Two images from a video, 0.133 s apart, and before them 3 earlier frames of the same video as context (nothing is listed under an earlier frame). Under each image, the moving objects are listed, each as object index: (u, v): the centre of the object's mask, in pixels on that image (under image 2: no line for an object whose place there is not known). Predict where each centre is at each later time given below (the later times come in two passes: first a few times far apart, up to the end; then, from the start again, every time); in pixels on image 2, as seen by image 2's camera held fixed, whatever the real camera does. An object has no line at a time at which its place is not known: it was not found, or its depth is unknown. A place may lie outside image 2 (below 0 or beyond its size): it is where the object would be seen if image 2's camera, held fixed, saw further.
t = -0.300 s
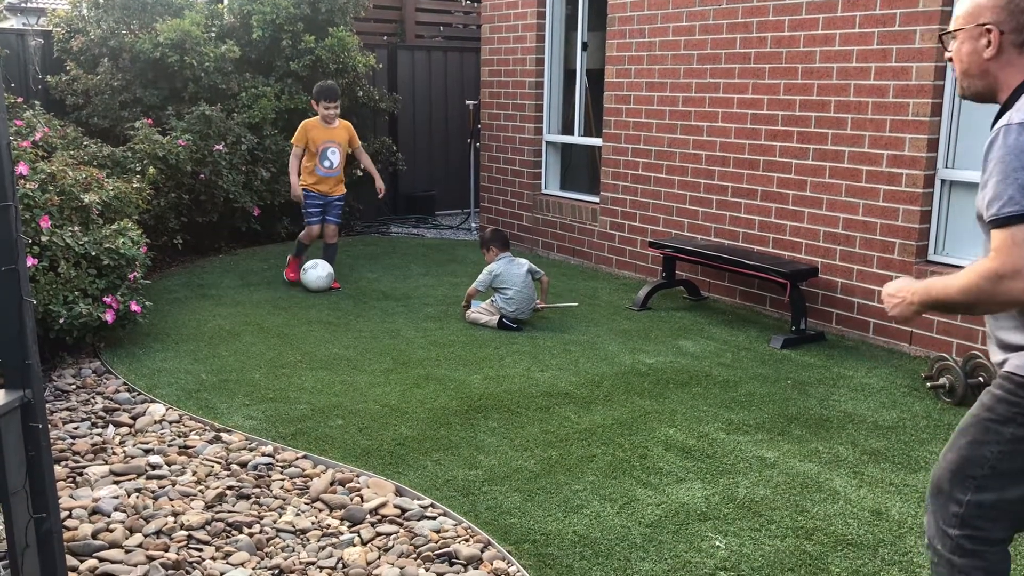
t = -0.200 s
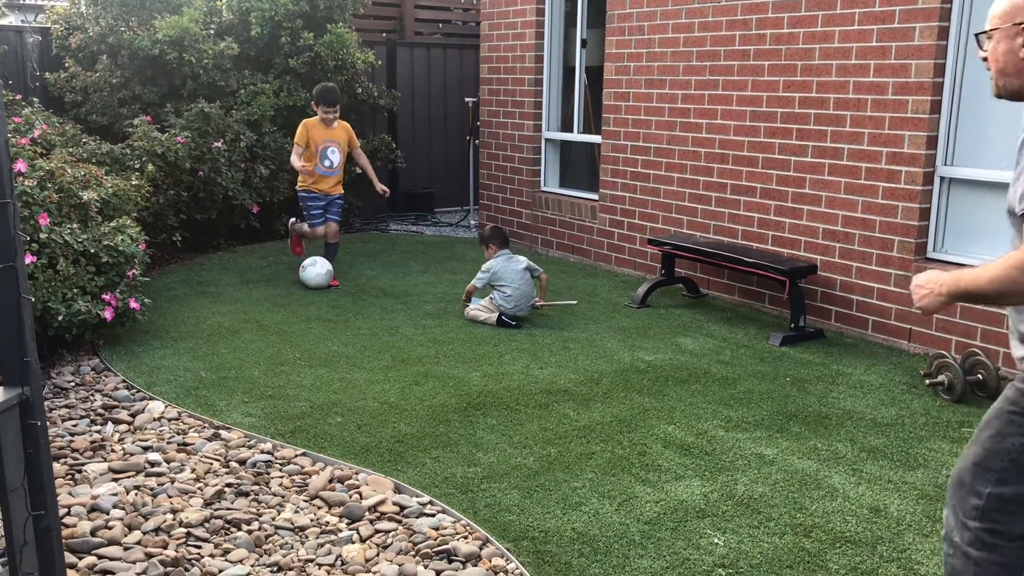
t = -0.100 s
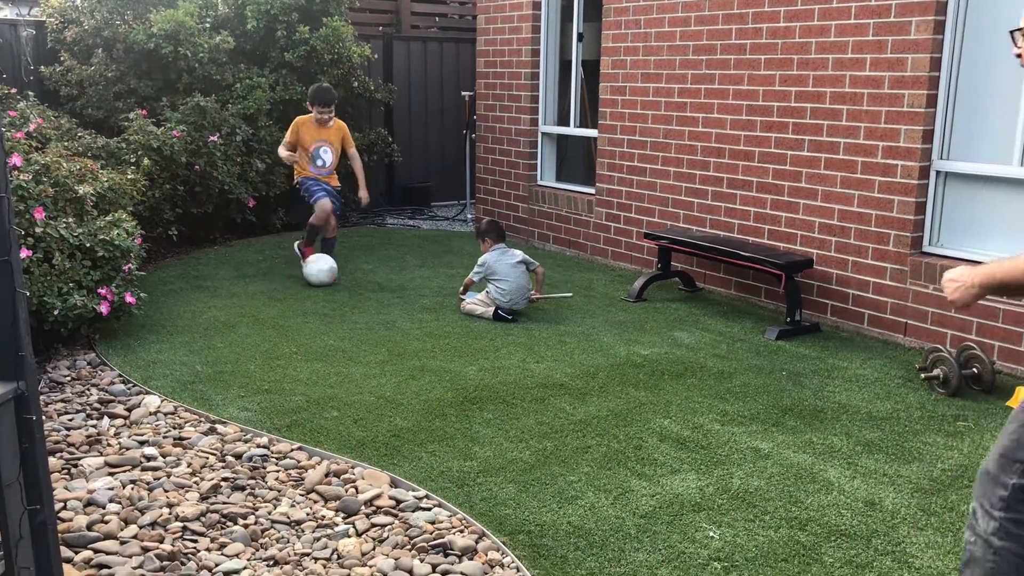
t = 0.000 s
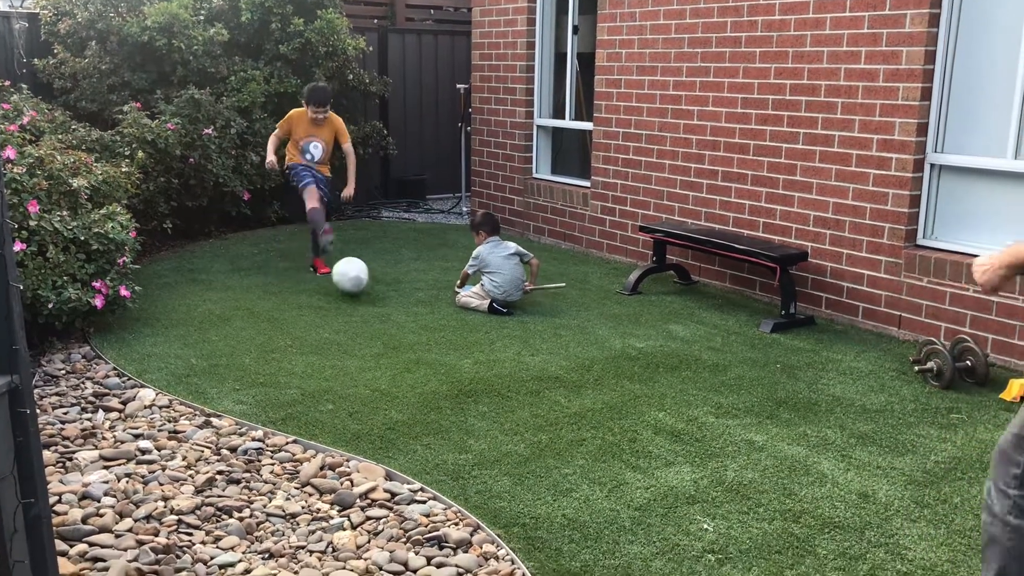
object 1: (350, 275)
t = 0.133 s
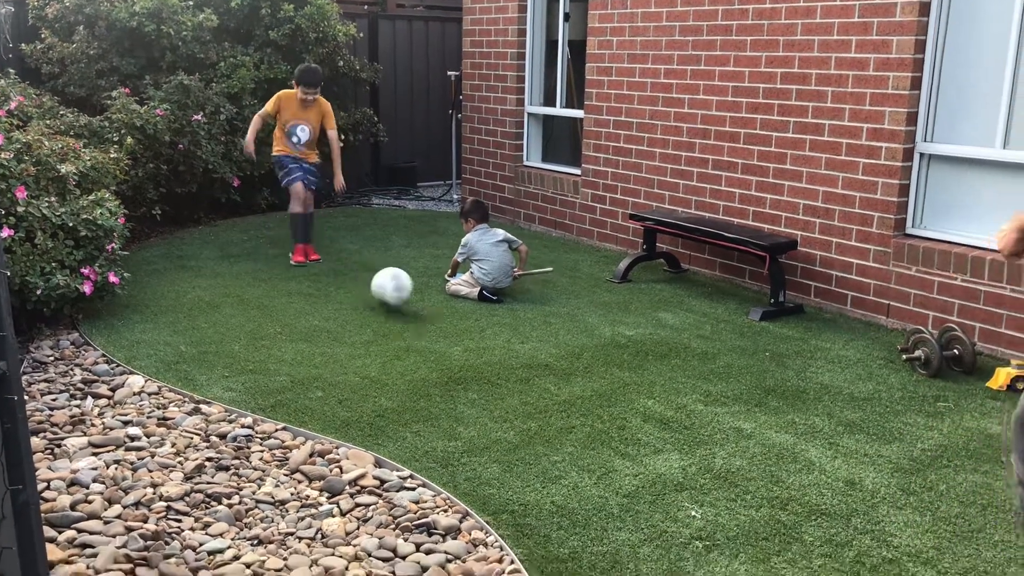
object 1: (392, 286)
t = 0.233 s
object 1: (432, 311)
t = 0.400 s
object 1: (498, 339)
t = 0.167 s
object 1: (405, 292)
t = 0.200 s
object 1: (418, 300)
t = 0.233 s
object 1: (432, 311)
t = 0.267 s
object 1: (446, 317)
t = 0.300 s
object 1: (458, 320)
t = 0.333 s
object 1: (470, 325)
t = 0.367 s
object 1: (484, 331)
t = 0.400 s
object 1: (498, 339)
